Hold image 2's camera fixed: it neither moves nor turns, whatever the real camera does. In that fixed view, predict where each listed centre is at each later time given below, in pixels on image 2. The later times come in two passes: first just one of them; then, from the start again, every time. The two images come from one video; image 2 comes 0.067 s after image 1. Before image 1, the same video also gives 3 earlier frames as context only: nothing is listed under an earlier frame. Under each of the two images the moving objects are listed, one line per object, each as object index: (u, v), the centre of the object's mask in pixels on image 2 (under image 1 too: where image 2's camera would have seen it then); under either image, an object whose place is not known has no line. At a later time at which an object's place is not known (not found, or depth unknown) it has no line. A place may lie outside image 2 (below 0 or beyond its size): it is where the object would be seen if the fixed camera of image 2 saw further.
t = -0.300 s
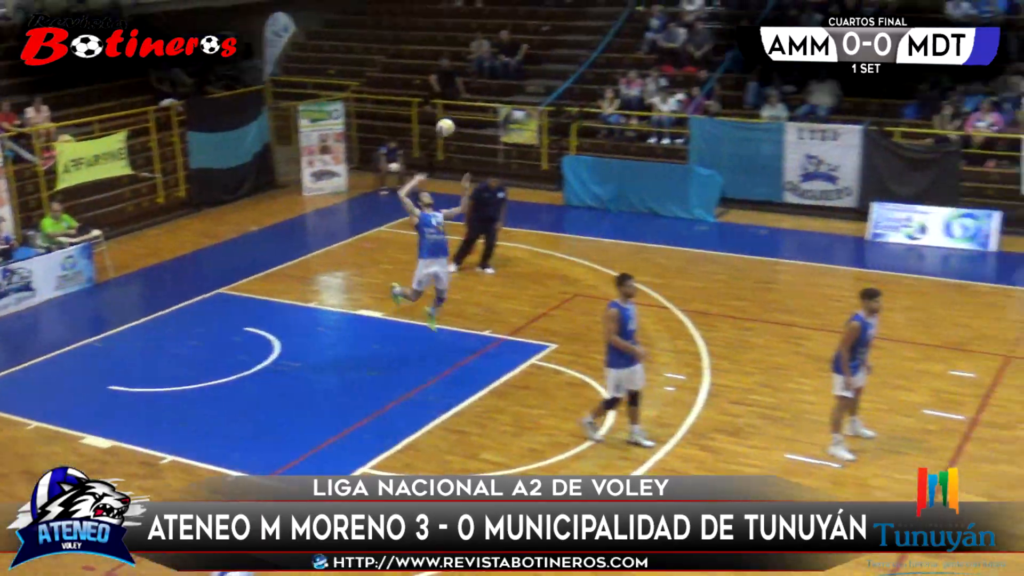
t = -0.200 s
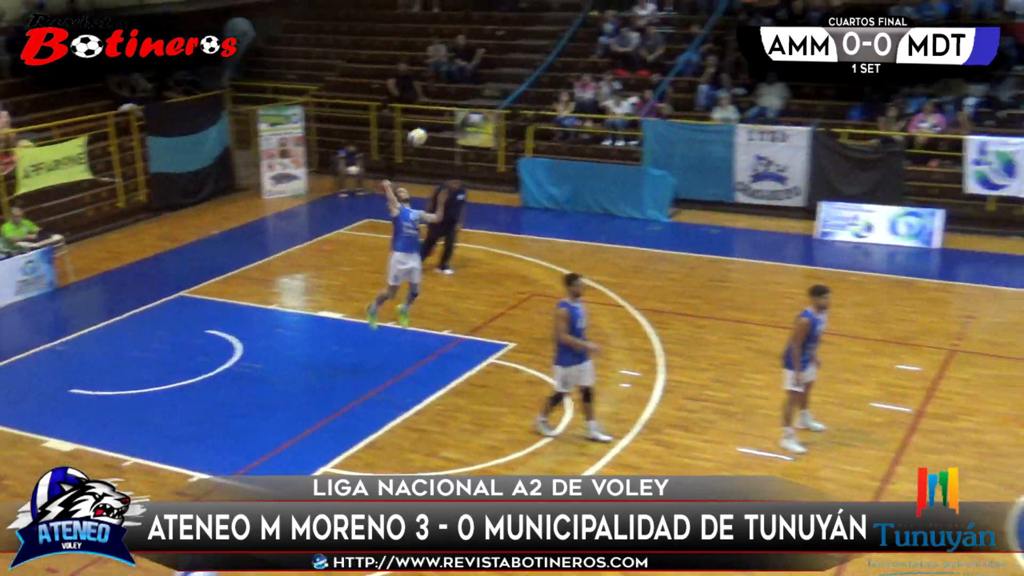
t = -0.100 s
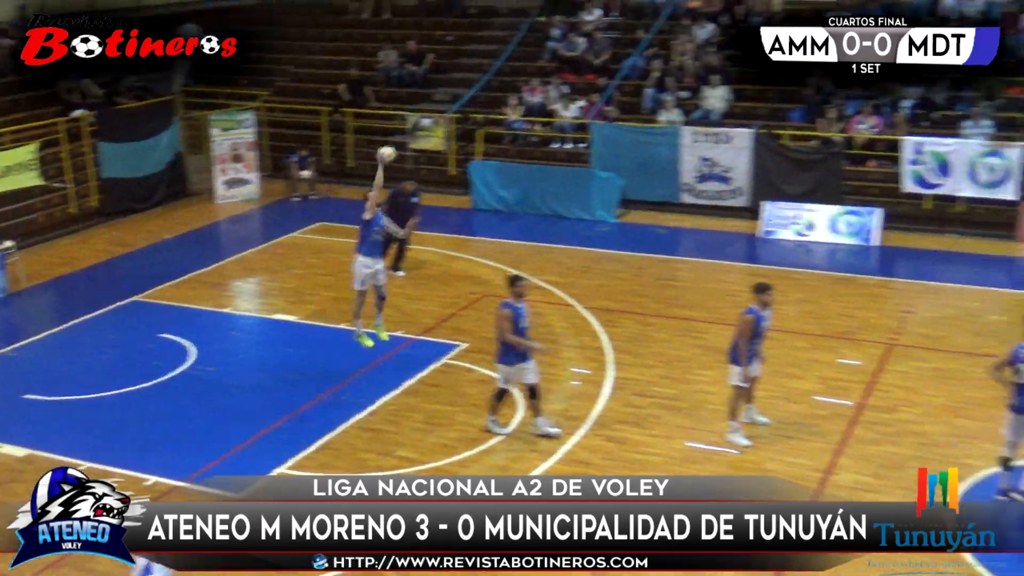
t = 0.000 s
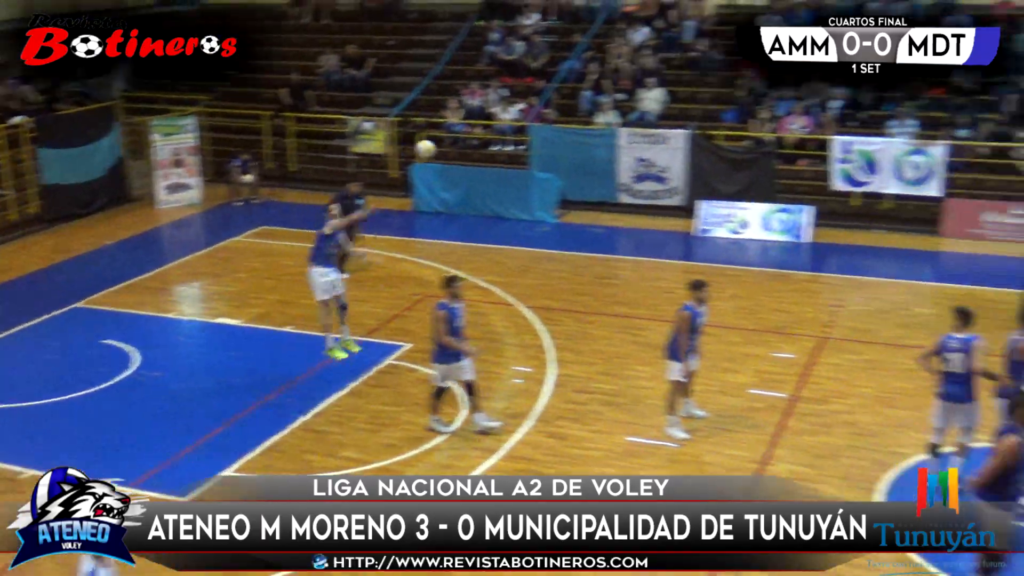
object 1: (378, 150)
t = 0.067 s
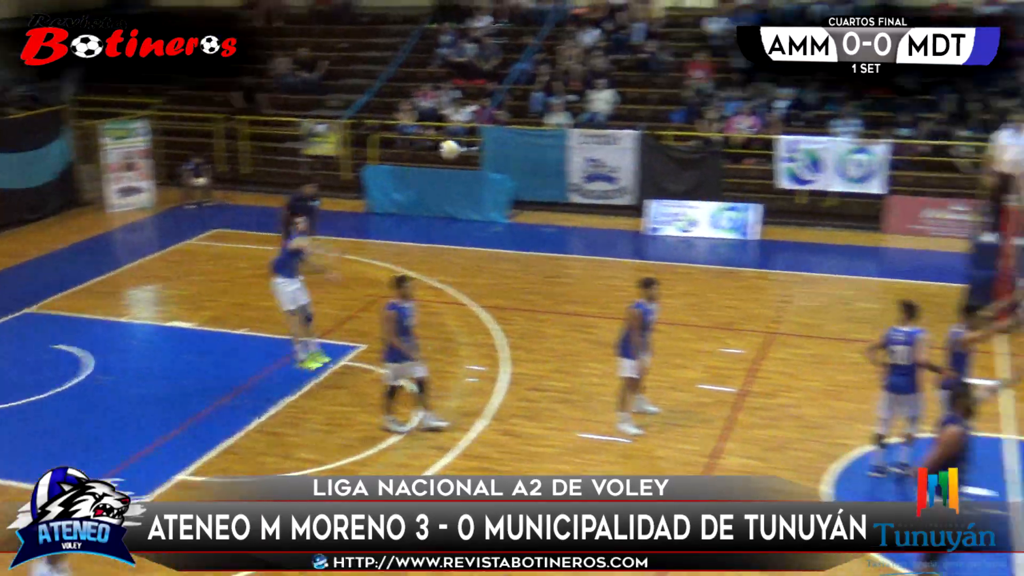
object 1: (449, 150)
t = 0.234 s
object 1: (650, 166)
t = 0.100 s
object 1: (486, 150)
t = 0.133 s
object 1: (526, 153)
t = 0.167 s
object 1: (566, 156)
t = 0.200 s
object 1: (607, 160)
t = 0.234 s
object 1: (650, 166)
